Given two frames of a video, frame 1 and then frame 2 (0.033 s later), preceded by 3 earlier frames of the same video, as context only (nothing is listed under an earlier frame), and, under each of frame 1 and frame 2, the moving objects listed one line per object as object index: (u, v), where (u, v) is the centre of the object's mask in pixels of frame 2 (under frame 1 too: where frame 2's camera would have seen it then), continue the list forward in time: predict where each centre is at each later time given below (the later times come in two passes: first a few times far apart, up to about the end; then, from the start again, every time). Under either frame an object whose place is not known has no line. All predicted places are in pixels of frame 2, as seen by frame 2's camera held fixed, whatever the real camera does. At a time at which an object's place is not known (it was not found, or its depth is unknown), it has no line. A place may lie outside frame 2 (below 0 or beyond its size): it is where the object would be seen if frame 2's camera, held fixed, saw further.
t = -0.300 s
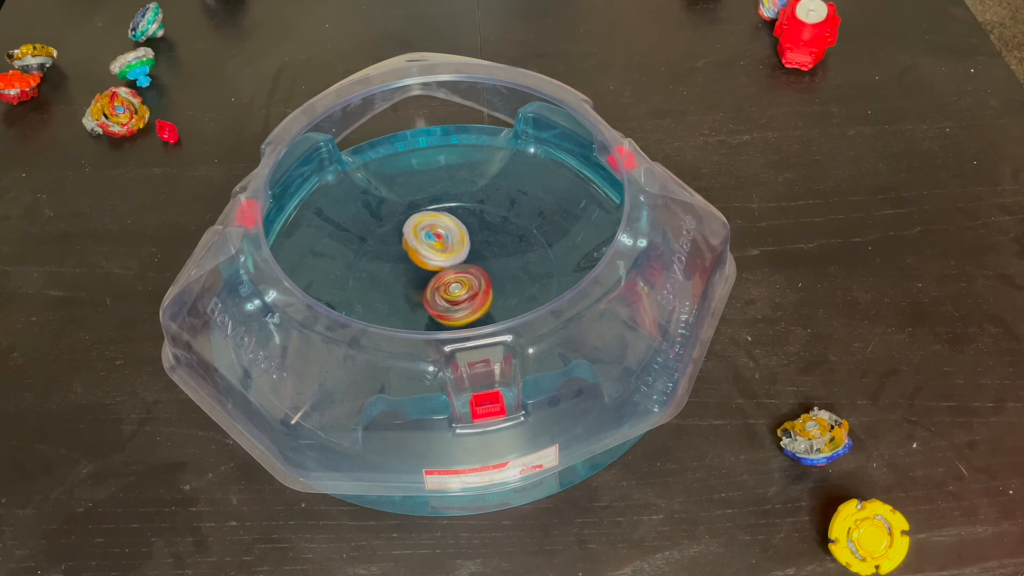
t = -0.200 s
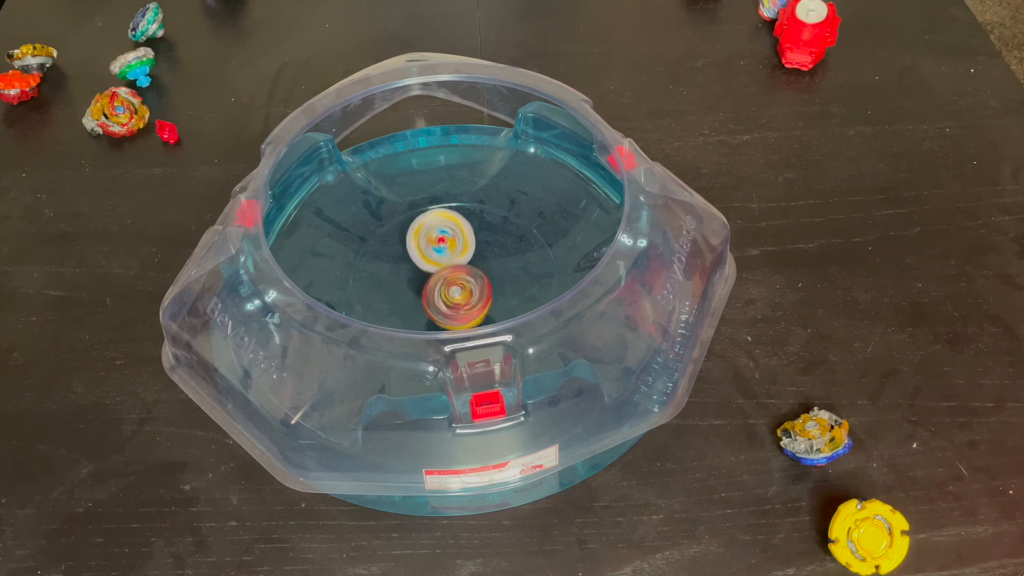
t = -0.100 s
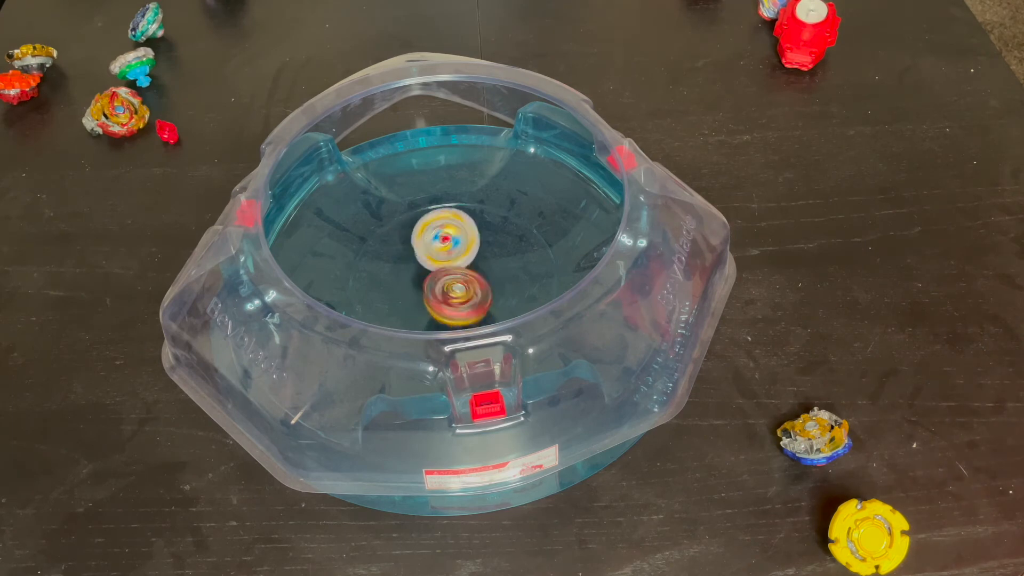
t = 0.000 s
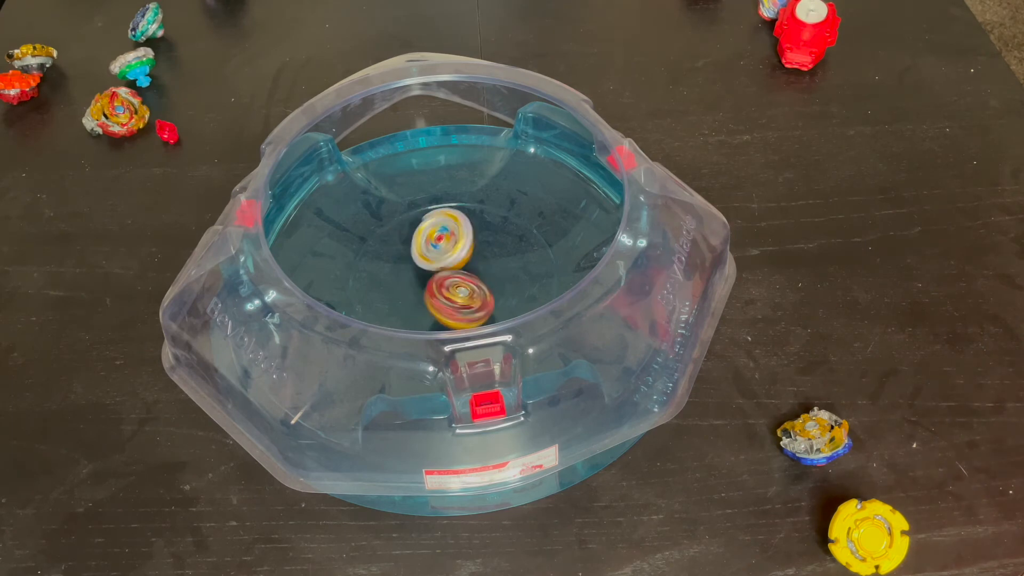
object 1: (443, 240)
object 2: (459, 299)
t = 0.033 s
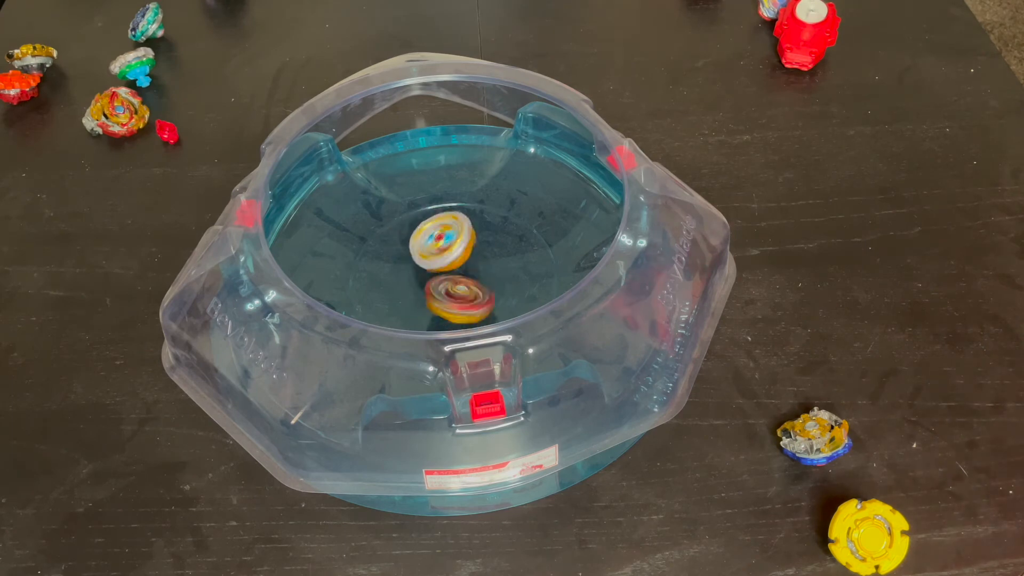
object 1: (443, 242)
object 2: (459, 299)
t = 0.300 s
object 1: (423, 241)
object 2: (466, 296)
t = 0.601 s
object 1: (421, 239)
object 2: (462, 284)
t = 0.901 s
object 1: (431, 239)
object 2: (466, 285)
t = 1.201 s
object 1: (436, 238)
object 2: (471, 292)
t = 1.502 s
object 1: (442, 241)
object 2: (468, 295)
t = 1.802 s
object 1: (444, 241)
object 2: (468, 290)
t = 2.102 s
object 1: (443, 244)
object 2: (460, 289)
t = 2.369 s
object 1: (443, 244)
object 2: (460, 289)
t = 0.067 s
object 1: (443, 242)
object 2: (458, 298)
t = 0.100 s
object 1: (442, 244)
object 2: (457, 298)
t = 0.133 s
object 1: (442, 245)
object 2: (455, 298)
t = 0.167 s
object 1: (440, 247)
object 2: (455, 297)
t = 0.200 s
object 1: (437, 246)
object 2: (456, 298)
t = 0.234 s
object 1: (432, 244)
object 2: (460, 299)
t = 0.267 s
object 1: (428, 242)
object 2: (464, 298)
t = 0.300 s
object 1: (423, 241)
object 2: (466, 296)
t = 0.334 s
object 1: (422, 239)
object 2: (466, 294)
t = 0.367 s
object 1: (423, 238)
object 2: (464, 291)
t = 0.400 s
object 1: (423, 237)
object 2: (461, 288)
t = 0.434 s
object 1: (424, 237)
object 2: (458, 286)
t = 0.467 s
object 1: (424, 236)
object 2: (459, 283)
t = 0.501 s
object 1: (422, 235)
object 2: (460, 283)
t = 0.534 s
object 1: (421, 235)
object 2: (462, 282)
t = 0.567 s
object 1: (420, 236)
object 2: (461, 282)
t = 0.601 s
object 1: (421, 239)
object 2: (462, 284)
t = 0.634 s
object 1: (425, 237)
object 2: (466, 286)
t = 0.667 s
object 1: (428, 237)
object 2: (468, 288)
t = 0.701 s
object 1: (430, 238)
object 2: (467, 287)
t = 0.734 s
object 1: (432, 238)
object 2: (465, 288)
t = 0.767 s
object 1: (432, 239)
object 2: (466, 289)
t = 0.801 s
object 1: (431, 238)
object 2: (466, 289)
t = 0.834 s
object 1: (430, 238)
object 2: (467, 288)
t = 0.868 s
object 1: (430, 238)
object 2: (467, 287)
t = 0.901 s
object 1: (431, 239)
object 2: (466, 285)
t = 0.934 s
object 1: (431, 237)
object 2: (468, 286)
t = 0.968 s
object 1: (430, 236)
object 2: (470, 286)
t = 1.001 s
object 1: (431, 235)
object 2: (471, 285)
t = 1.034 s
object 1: (433, 235)
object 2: (471, 284)
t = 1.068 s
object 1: (435, 236)
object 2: (471, 283)
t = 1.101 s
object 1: (436, 239)
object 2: (471, 286)
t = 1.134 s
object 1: (435, 242)
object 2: (472, 288)
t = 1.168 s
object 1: (434, 241)
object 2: (473, 290)
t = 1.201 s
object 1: (436, 238)
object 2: (471, 292)
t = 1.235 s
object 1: (439, 236)
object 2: (471, 292)
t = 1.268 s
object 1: (444, 235)
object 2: (471, 291)
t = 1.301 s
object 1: (448, 237)
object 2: (471, 291)
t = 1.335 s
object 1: (450, 240)
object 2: (471, 292)
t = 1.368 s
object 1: (449, 242)
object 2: (471, 292)
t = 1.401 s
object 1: (446, 241)
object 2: (471, 294)
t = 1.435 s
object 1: (443, 241)
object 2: (469, 296)
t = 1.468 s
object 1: (442, 241)
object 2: (468, 296)
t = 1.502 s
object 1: (442, 241)
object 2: (468, 295)
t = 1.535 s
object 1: (442, 241)
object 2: (468, 294)
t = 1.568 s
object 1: (443, 241)
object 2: (468, 293)
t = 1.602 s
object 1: (443, 241)
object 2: (468, 292)
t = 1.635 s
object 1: (443, 241)
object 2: (467, 292)
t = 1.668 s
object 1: (443, 241)
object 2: (467, 292)
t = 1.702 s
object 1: (443, 241)
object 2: (467, 291)
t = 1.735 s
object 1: (443, 241)
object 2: (468, 291)
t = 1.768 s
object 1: (443, 241)
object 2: (468, 290)
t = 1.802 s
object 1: (444, 241)
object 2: (468, 290)
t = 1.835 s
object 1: (444, 240)
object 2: (467, 289)
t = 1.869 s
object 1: (444, 241)
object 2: (466, 289)
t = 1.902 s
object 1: (444, 242)
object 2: (463, 288)
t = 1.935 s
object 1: (443, 243)
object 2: (462, 289)
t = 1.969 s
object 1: (443, 243)
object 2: (460, 289)
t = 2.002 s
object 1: (443, 243)
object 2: (459, 290)
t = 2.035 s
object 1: (443, 244)
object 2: (459, 290)
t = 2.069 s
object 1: (443, 244)
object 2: (459, 289)
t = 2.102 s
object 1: (443, 244)
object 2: (460, 289)
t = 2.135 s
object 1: (443, 244)
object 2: (460, 289)
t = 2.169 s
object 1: (443, 244)
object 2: (461, 288)
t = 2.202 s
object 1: (443, 244)
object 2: (461, 288)
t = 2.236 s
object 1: (443, 244)
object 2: (462, 288)
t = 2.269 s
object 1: (443, 244)
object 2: (461, 288)
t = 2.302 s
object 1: (443, 244)
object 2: (461, 289)
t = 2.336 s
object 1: (443, 244)
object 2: (460, 289)
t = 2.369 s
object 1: (443, 244)
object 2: (460, 289)
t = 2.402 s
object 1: (443, 244)
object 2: (460, 289)
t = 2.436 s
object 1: (443, 244)
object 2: (460, 289)
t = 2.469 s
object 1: (443, 244)
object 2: (460, 289)
